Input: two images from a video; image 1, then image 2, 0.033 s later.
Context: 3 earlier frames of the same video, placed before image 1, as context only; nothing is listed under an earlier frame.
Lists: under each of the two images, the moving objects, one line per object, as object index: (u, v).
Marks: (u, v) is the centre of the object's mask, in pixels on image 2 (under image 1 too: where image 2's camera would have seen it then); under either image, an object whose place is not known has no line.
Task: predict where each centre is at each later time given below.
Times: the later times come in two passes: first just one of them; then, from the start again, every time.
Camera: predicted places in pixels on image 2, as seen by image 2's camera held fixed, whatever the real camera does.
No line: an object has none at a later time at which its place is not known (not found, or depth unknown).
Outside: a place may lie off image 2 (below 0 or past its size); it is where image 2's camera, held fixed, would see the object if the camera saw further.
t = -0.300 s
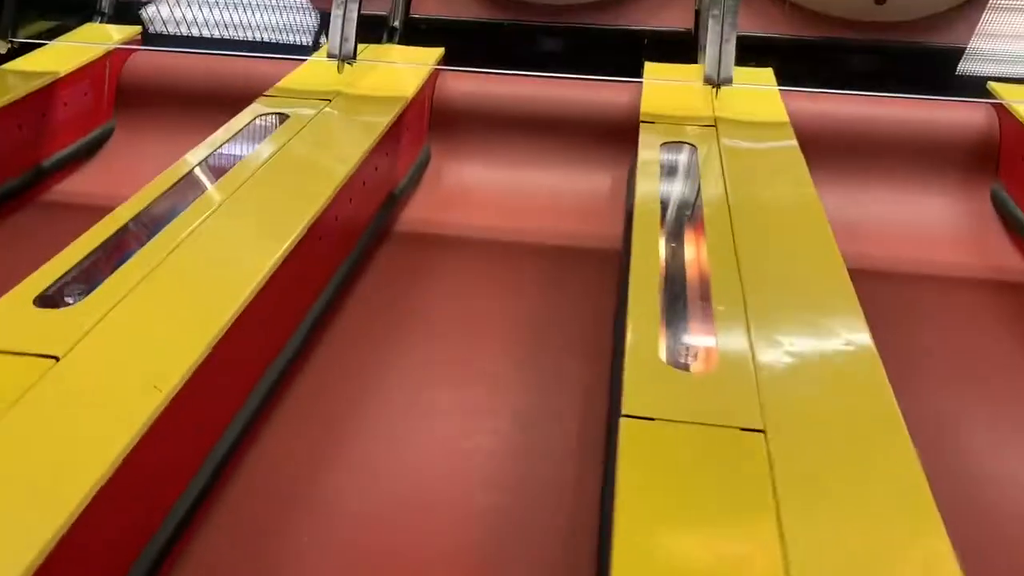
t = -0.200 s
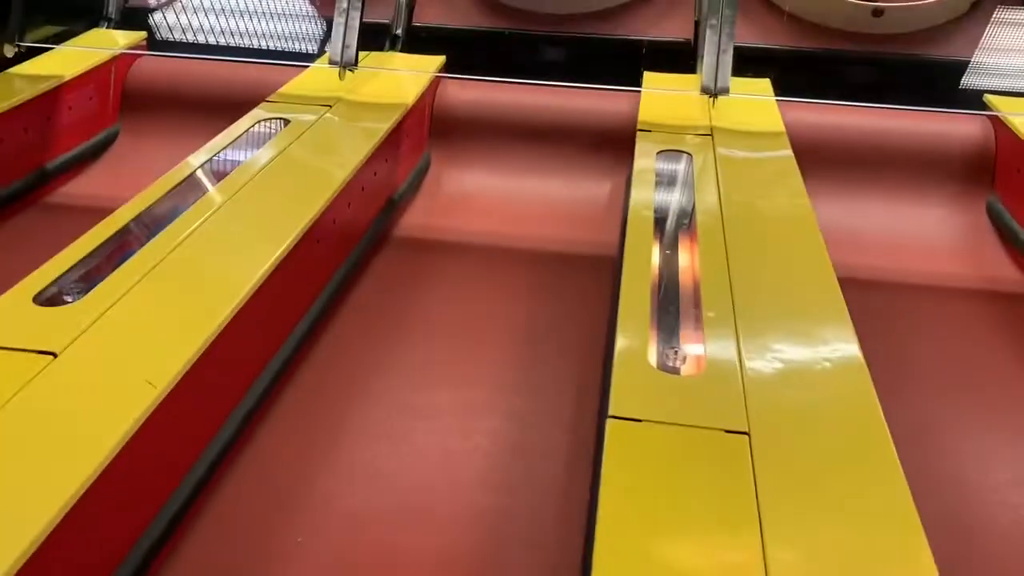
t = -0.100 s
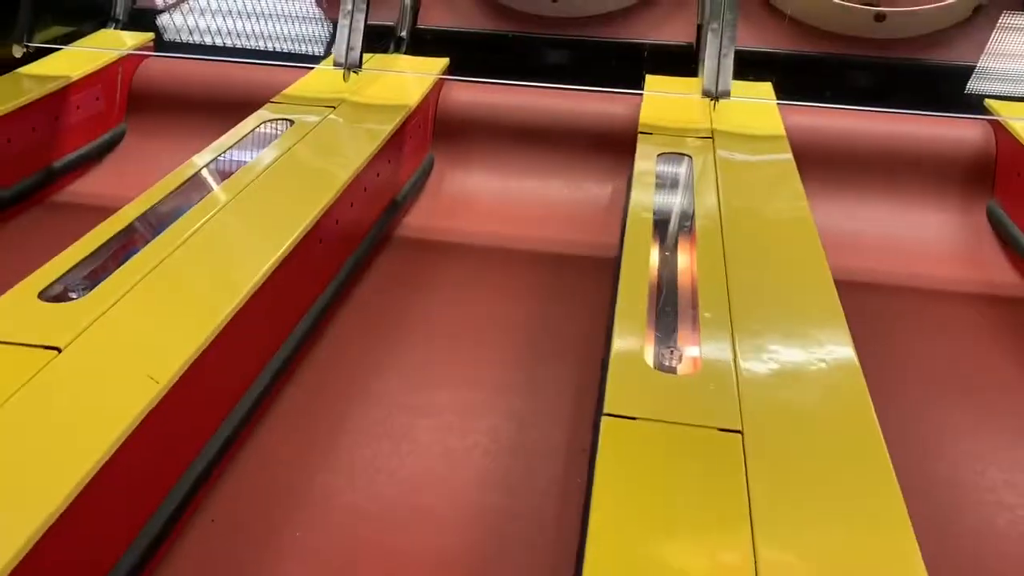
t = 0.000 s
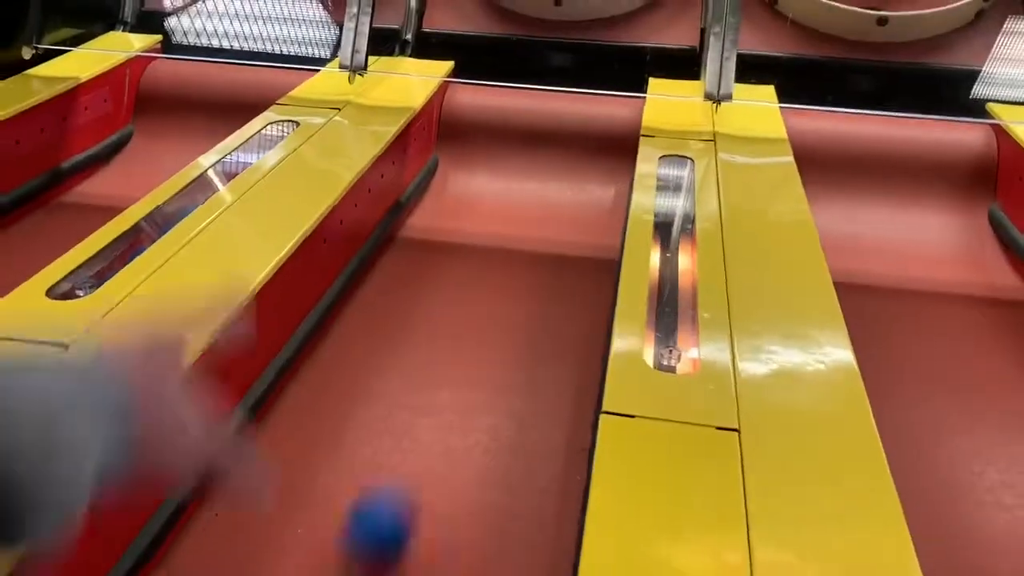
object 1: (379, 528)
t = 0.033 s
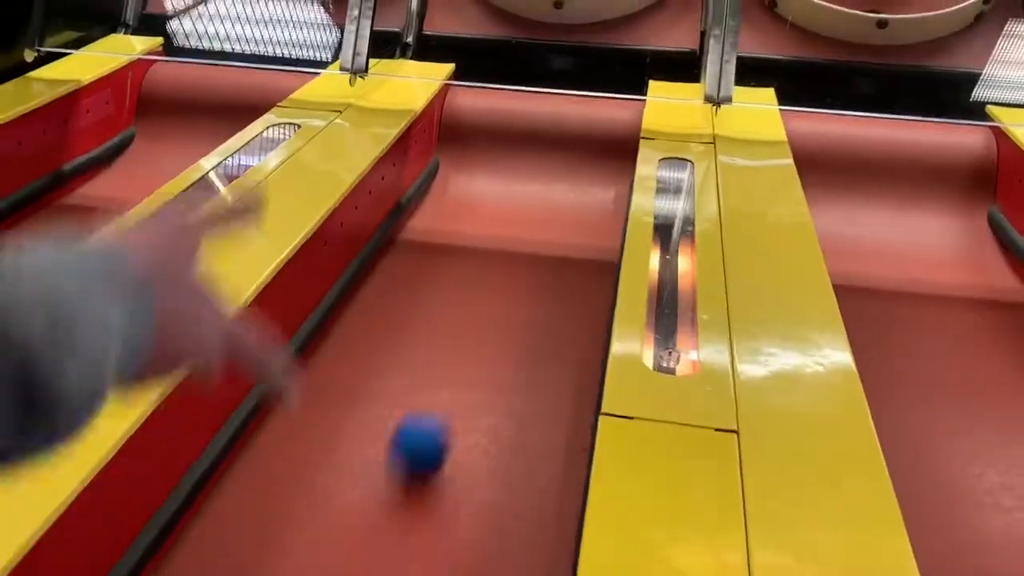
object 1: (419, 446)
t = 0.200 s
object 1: (521, 224)
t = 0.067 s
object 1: (450, 382)
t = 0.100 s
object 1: (473, 330)
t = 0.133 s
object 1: (493, 288)
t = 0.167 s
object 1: (508, 252)
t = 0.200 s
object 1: (521, 224)
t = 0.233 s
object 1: (533, 197)
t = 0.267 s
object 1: (543, 158)
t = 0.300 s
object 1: (550, 108)
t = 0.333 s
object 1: (556, 60)
